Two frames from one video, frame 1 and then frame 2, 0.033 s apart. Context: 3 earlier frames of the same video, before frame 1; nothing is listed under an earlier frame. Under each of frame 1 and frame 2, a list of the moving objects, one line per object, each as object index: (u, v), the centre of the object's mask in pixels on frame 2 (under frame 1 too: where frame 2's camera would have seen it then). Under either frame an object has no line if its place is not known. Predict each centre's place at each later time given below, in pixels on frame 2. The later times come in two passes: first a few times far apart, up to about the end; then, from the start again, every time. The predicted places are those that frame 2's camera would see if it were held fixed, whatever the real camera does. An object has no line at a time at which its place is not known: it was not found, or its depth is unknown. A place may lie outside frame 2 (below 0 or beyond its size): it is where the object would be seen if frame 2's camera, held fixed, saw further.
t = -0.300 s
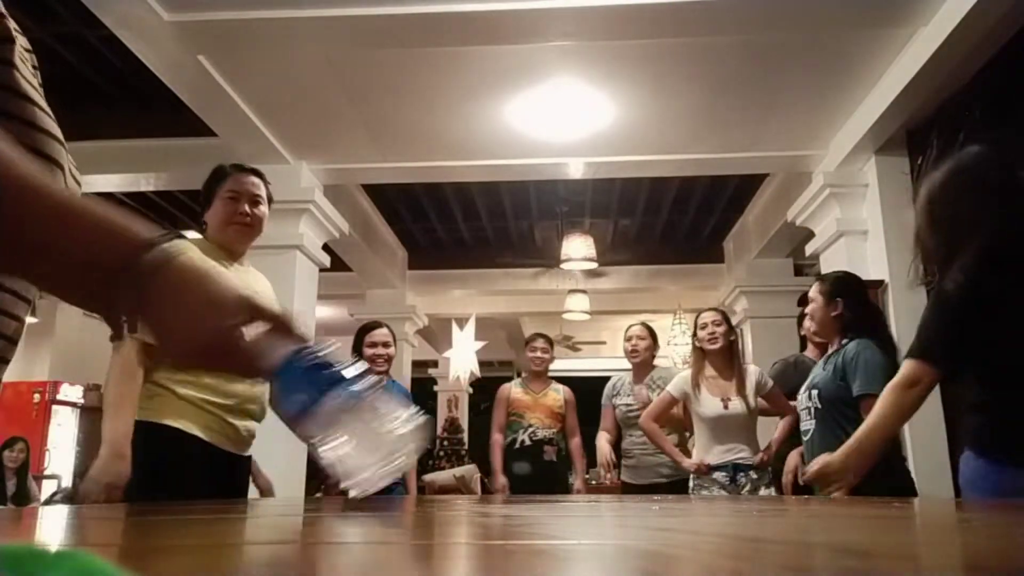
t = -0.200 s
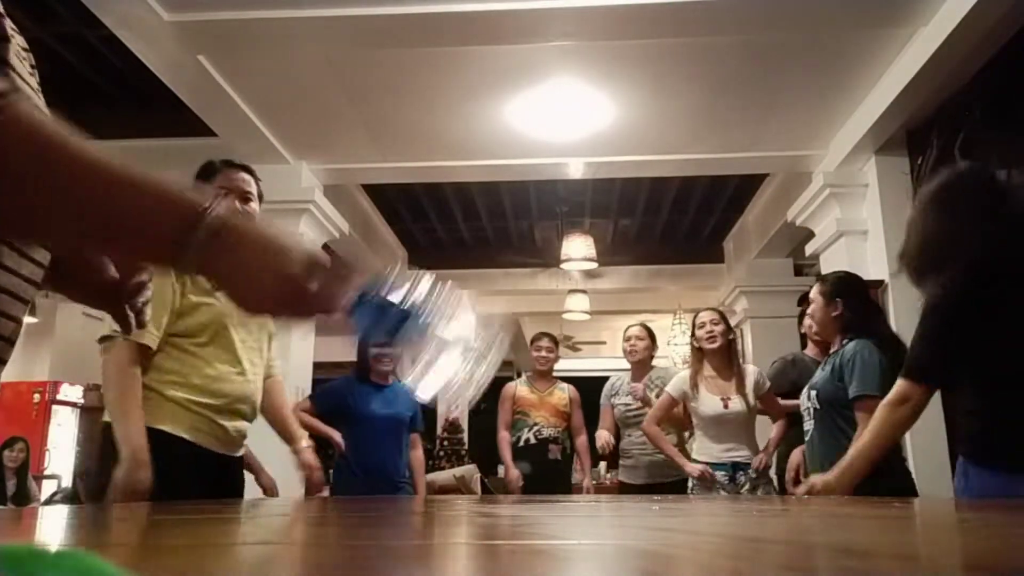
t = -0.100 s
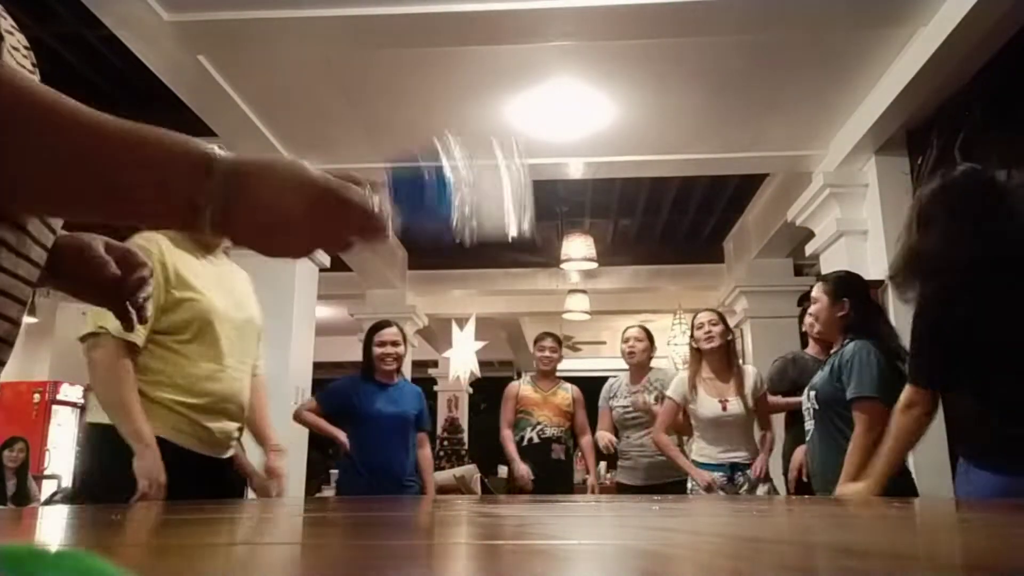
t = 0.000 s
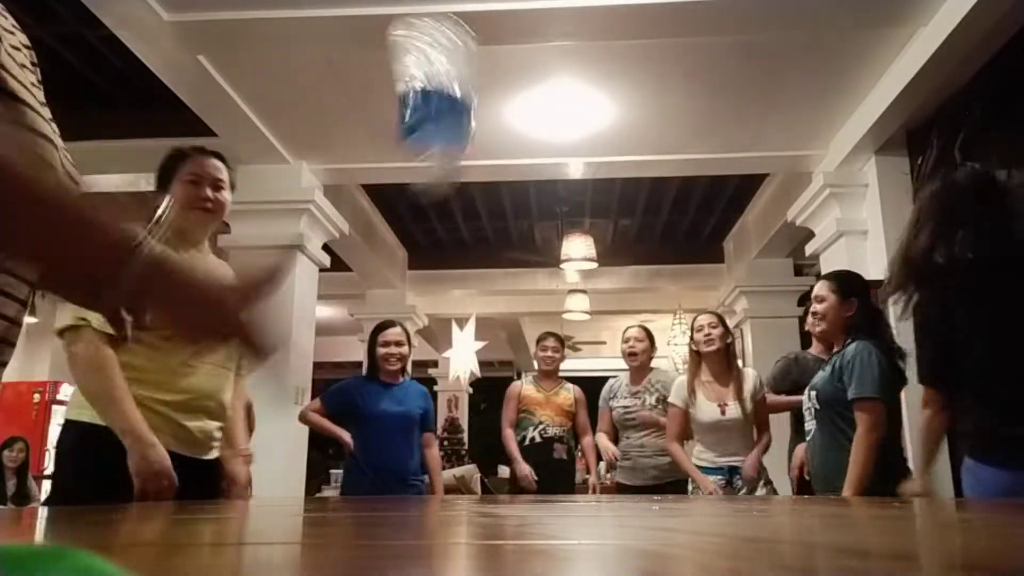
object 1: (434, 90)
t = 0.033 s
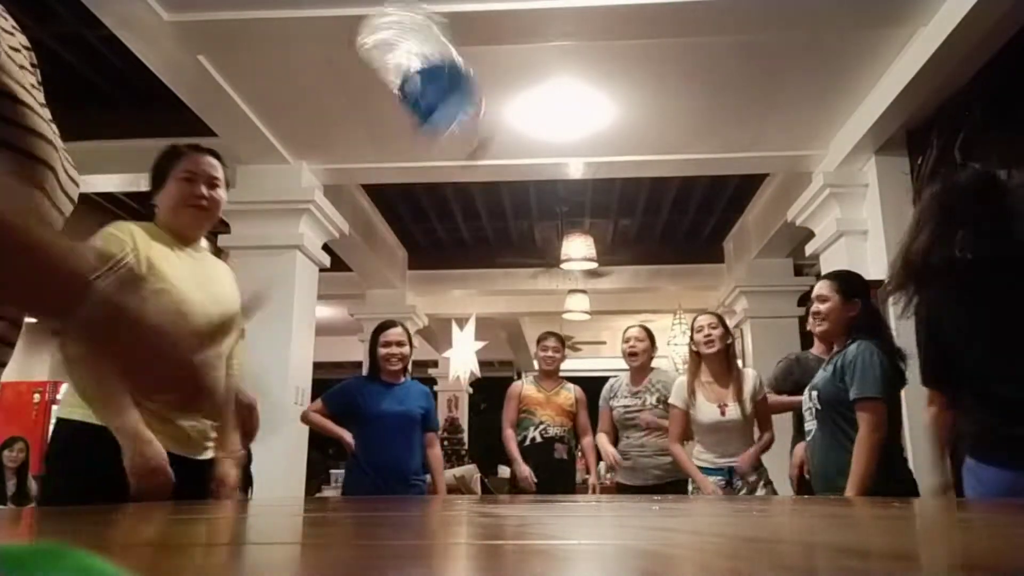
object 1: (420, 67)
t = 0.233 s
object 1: (330, 197)
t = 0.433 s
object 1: (237, 420)
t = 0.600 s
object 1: (207, 424)
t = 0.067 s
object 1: (411, 65)
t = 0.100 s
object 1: (397, 70)
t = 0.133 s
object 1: (376, 86)
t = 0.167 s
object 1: (362, 112)
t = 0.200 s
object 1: (345, 148)
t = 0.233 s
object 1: (330, 197)
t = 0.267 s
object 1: (307, 260)
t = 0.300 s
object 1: (276, 387)
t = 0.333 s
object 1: (260, 411)
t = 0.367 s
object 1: (252, 417)
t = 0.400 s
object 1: (243, 421)
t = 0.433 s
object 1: (237, 420)
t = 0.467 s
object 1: (231, 422)
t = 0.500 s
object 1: (222, 424)
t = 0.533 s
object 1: (214, 423)
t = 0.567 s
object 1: (210, 423)
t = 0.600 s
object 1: (207, 424)
